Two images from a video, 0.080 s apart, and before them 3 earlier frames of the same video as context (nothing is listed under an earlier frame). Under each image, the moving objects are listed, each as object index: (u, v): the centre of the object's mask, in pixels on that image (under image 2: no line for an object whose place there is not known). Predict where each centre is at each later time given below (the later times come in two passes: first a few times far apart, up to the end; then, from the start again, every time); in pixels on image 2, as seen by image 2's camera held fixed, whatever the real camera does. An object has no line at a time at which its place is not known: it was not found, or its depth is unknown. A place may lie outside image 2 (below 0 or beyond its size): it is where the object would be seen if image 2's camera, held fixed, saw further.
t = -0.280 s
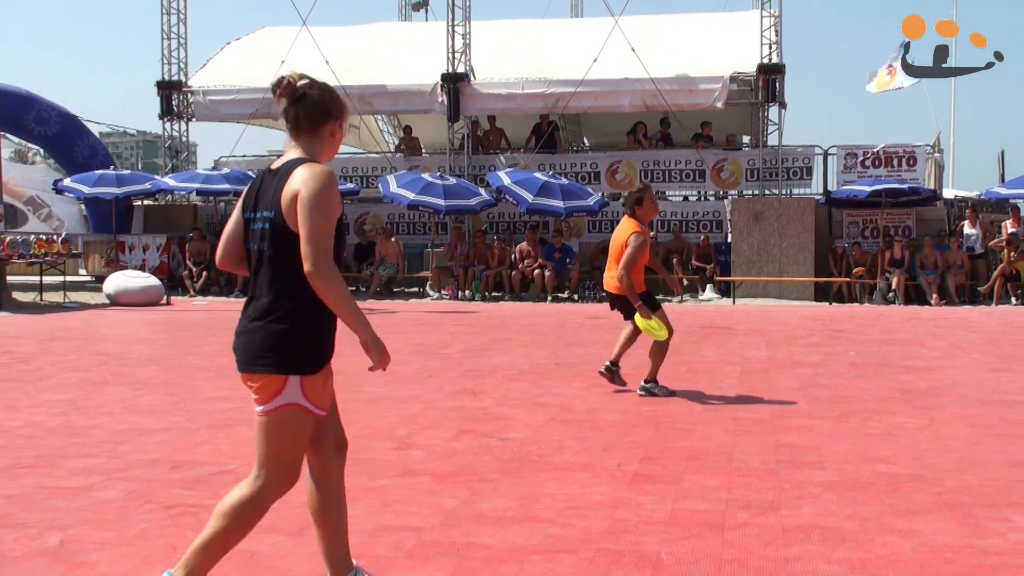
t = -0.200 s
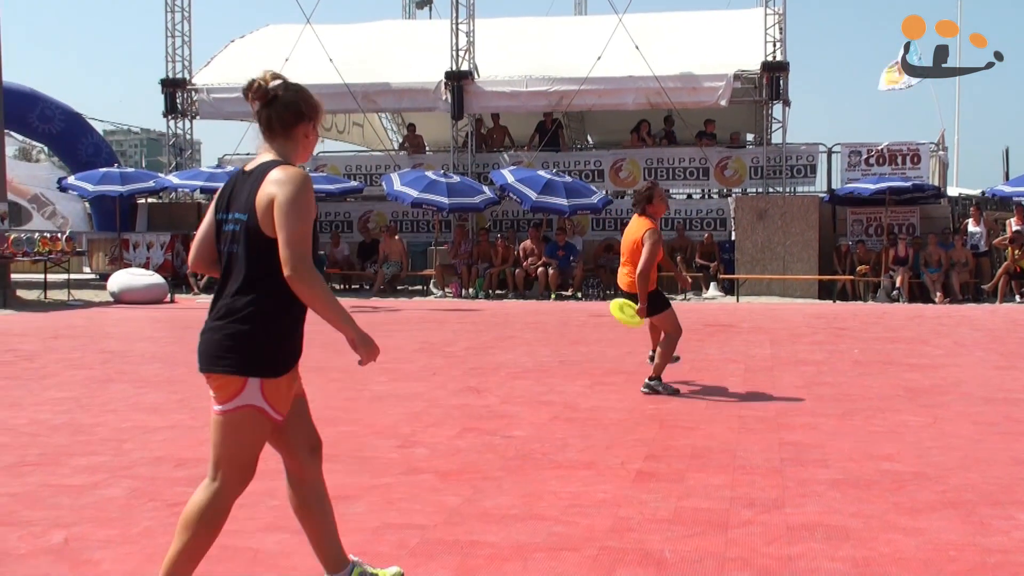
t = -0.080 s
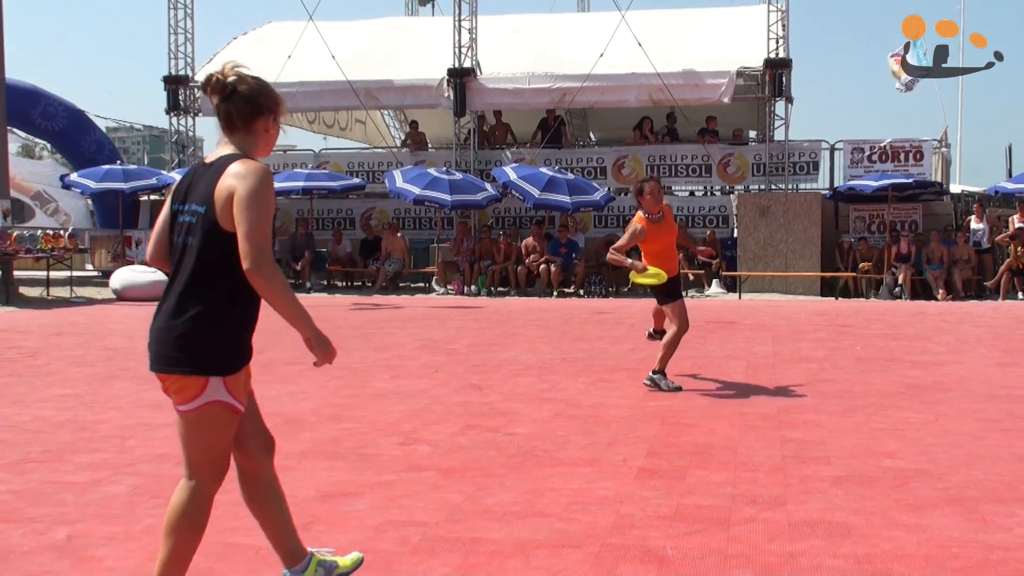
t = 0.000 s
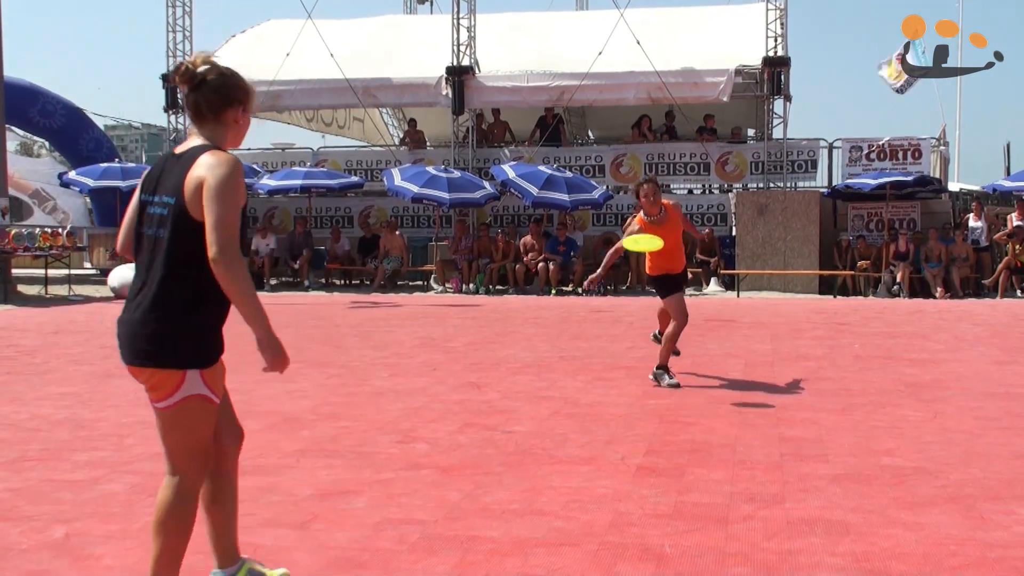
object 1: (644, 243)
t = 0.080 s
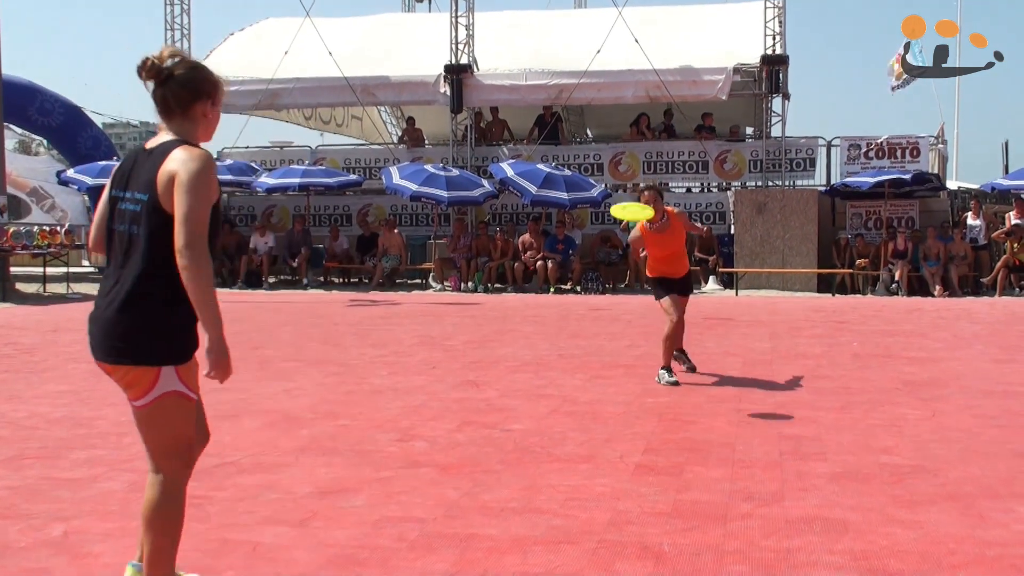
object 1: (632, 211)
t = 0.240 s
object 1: (610, 153)
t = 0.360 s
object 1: (590, 105)
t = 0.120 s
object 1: (627, 197)
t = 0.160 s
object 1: (622, 183)
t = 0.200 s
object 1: (616, 168)
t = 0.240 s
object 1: (610, 153)
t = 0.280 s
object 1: (604, 138)
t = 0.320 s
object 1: (597, 121)
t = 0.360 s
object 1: (590, 105)
